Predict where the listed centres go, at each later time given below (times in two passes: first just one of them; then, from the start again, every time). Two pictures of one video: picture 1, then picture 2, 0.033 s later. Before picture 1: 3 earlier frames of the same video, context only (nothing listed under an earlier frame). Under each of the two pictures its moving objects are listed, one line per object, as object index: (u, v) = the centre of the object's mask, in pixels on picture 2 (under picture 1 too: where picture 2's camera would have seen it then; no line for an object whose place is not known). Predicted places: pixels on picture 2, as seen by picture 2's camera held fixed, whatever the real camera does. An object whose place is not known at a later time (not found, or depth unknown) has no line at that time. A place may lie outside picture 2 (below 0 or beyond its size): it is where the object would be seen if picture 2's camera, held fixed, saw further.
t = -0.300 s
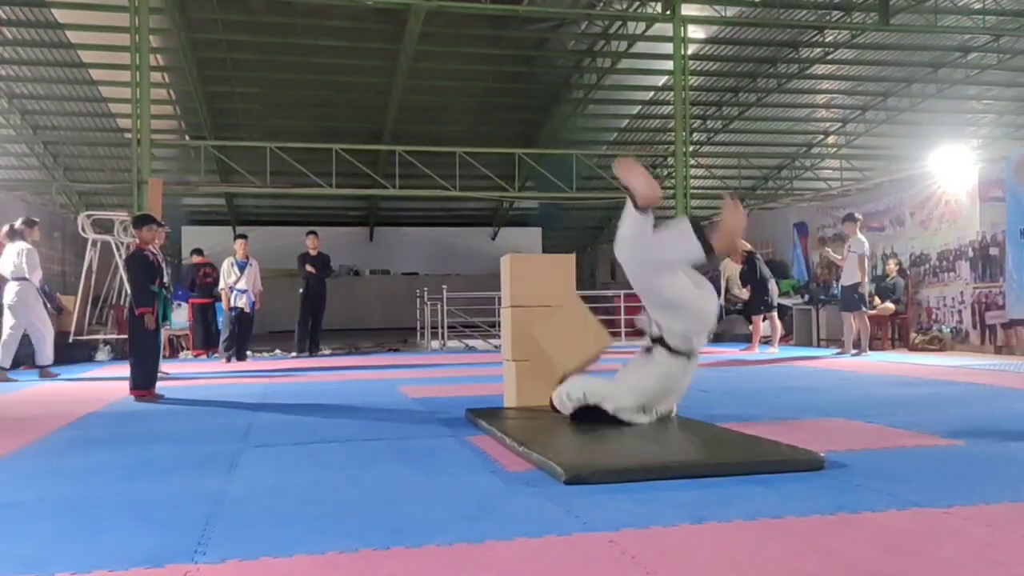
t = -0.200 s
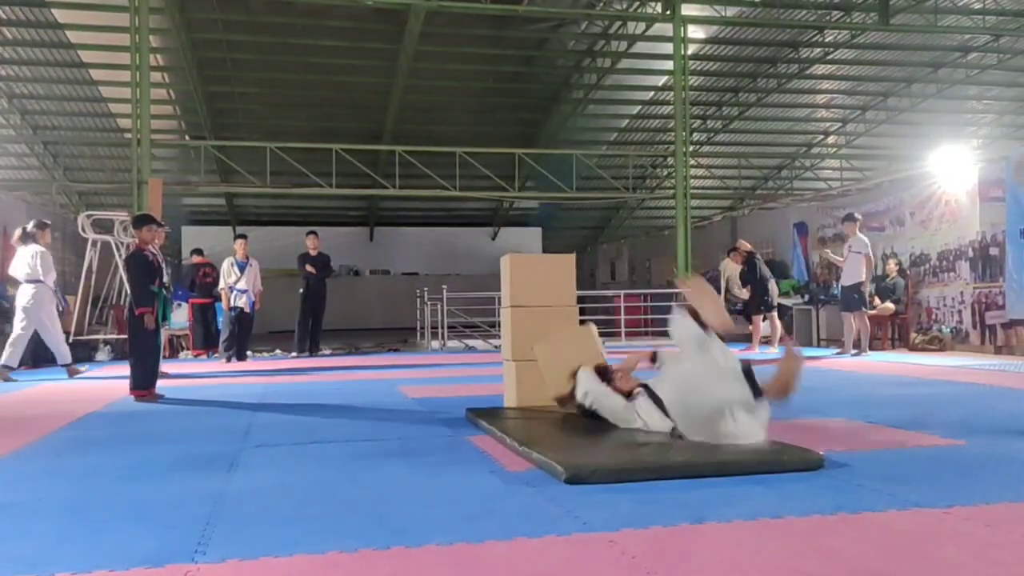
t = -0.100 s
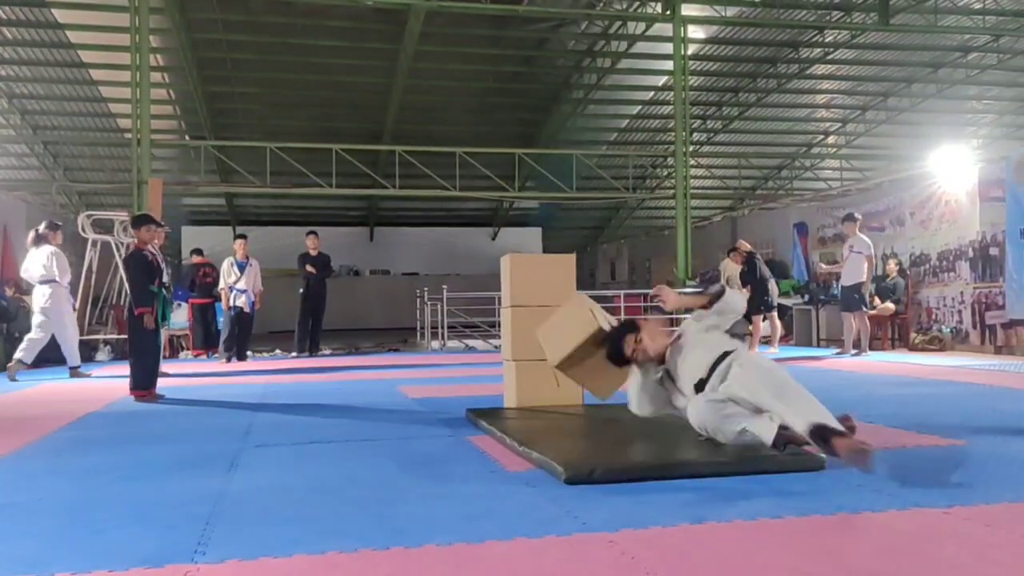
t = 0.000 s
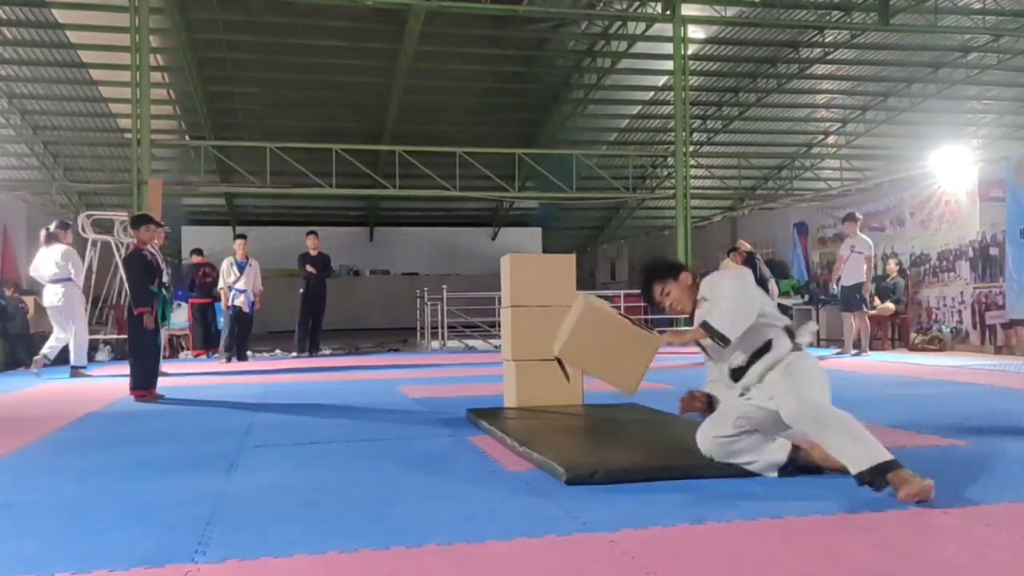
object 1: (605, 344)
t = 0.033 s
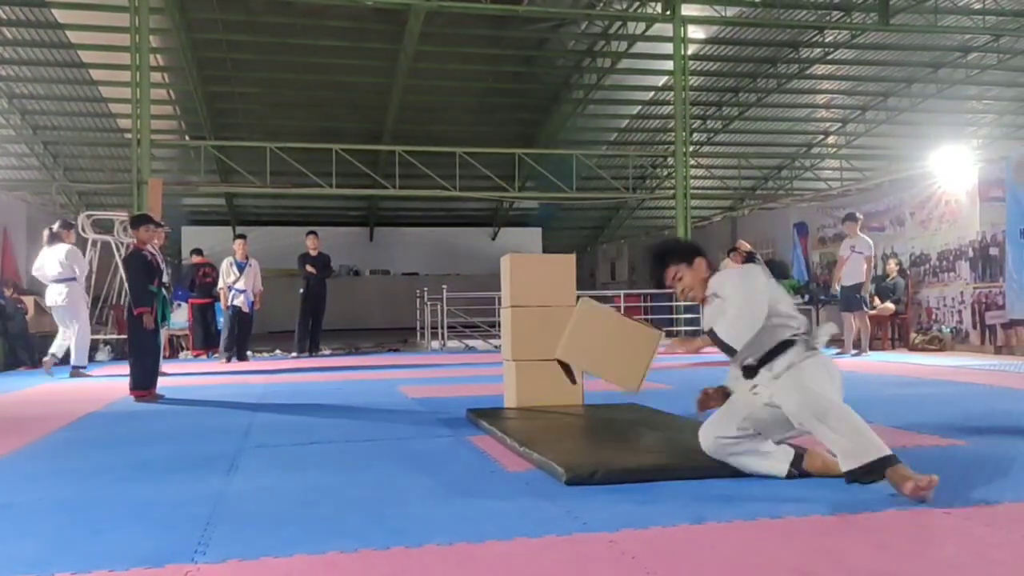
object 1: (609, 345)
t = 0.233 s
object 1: (639, 386)
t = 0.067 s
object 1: (615, 350)
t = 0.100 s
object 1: (620, 358)
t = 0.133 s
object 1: (625, 366)
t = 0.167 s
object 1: (635, 375)
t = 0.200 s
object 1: (640, 383)
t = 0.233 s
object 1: (639, 386)
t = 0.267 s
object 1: (640, 387)
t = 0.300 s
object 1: (642, 387)
